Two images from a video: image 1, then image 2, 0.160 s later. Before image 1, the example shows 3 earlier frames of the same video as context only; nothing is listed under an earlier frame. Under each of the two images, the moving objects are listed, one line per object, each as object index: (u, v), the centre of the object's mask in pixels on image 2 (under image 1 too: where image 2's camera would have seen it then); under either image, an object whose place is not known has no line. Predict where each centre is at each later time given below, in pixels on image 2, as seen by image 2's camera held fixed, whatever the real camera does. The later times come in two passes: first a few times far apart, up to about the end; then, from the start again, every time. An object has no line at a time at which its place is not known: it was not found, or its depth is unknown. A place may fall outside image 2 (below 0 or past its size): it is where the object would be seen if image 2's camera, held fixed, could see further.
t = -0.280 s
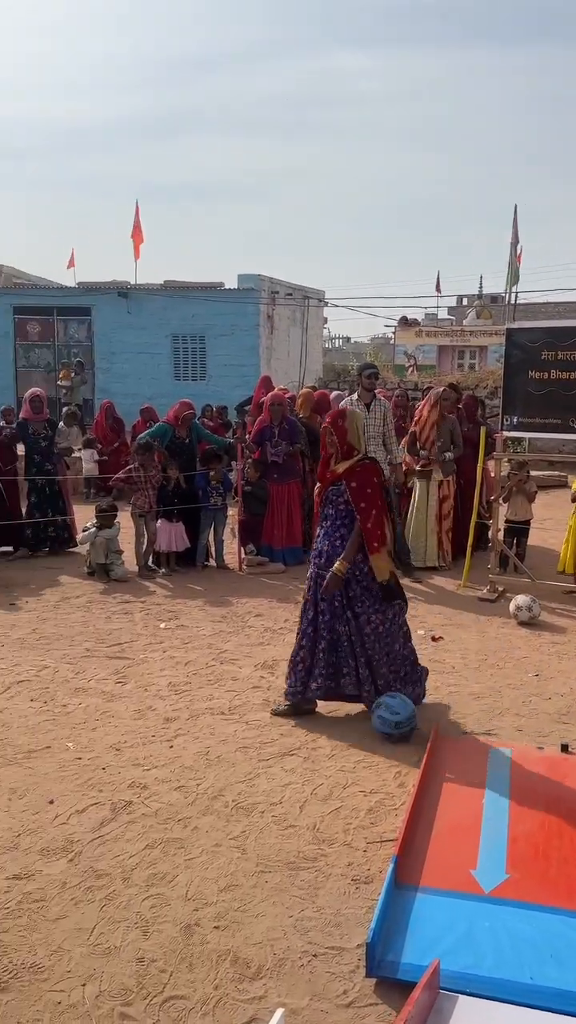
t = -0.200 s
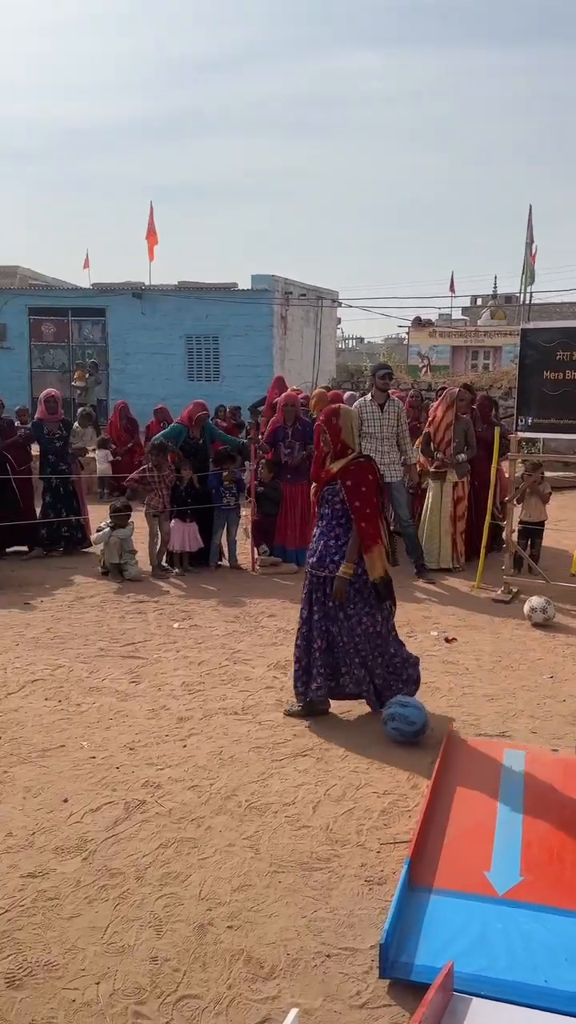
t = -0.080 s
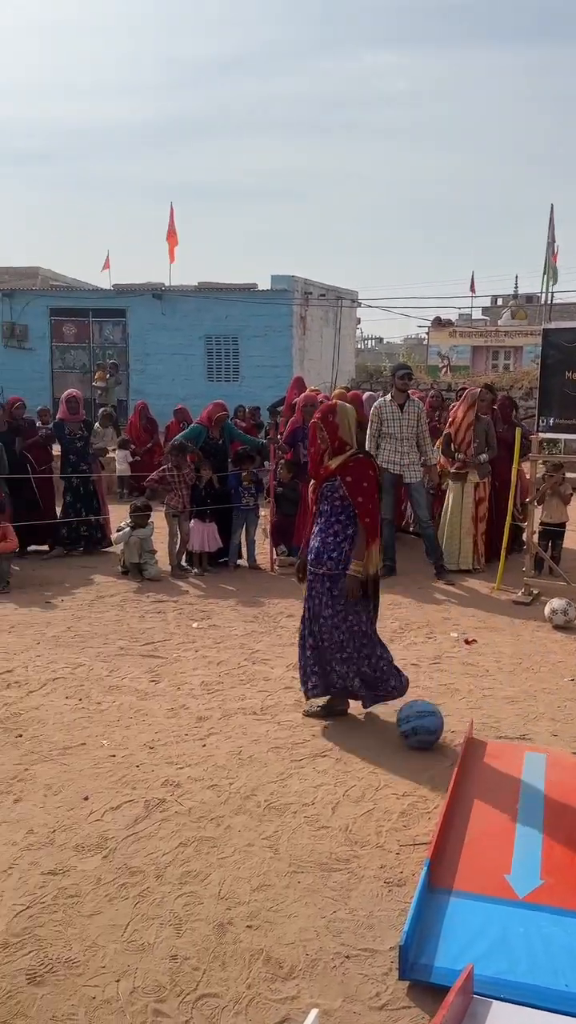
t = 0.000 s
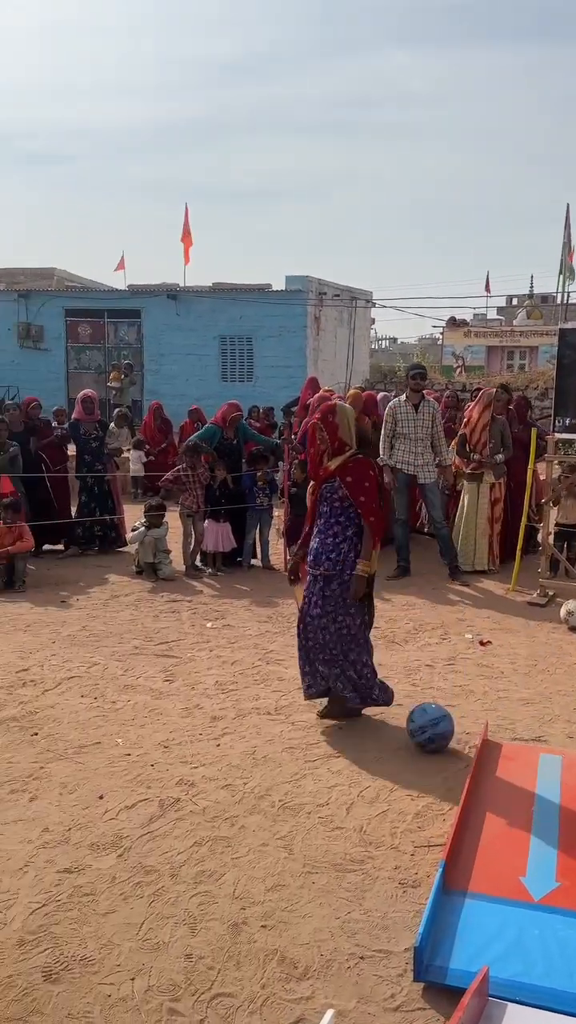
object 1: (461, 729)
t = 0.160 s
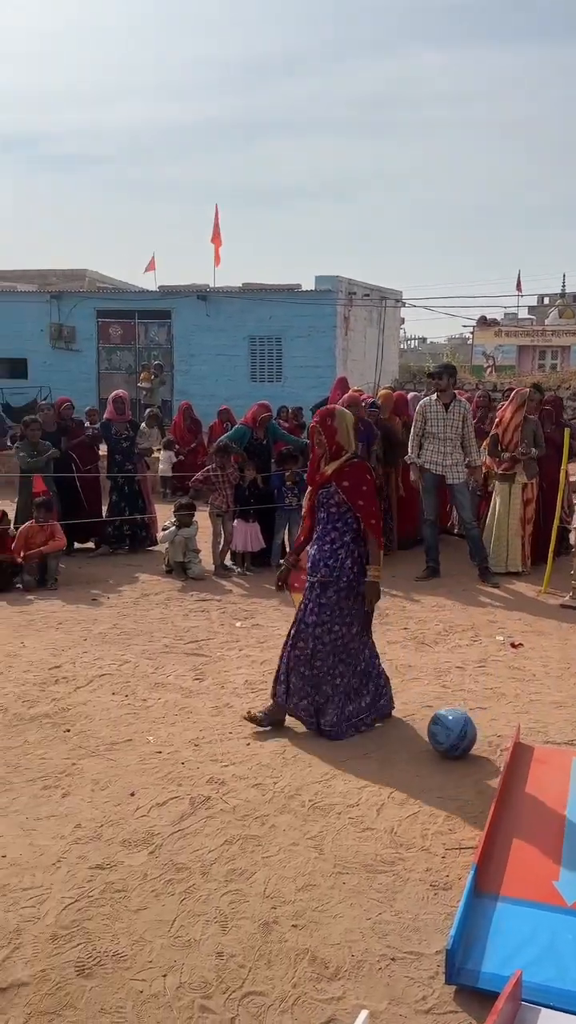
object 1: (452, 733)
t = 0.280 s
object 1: (444, 736)
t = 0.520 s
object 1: (426, 741)
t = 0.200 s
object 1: (450, 734)
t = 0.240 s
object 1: (447, 734)
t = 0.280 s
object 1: (444, 736)
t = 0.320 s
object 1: (442, 737)
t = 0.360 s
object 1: (438, 738)
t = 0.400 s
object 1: (435, 739)
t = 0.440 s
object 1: (433, 740)
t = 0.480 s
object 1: (428, 741)
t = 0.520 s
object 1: (426, 741)
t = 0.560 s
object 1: (421, 742)
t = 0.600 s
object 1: (418, 742)
